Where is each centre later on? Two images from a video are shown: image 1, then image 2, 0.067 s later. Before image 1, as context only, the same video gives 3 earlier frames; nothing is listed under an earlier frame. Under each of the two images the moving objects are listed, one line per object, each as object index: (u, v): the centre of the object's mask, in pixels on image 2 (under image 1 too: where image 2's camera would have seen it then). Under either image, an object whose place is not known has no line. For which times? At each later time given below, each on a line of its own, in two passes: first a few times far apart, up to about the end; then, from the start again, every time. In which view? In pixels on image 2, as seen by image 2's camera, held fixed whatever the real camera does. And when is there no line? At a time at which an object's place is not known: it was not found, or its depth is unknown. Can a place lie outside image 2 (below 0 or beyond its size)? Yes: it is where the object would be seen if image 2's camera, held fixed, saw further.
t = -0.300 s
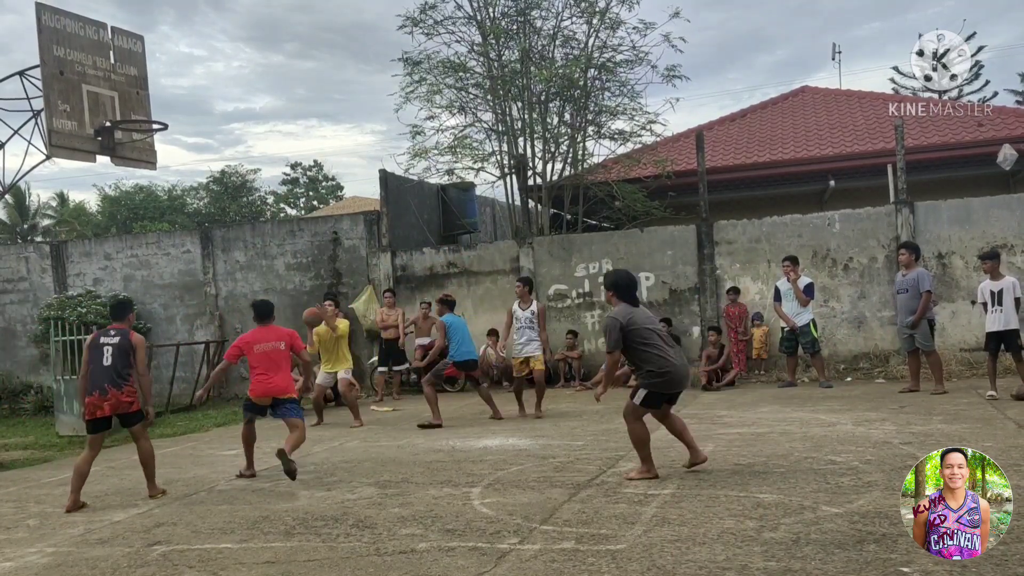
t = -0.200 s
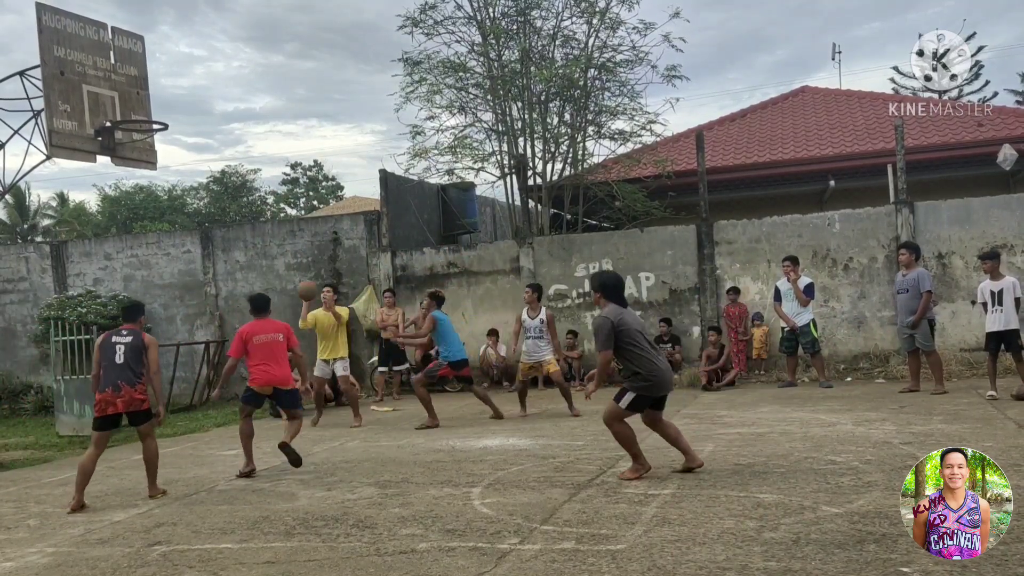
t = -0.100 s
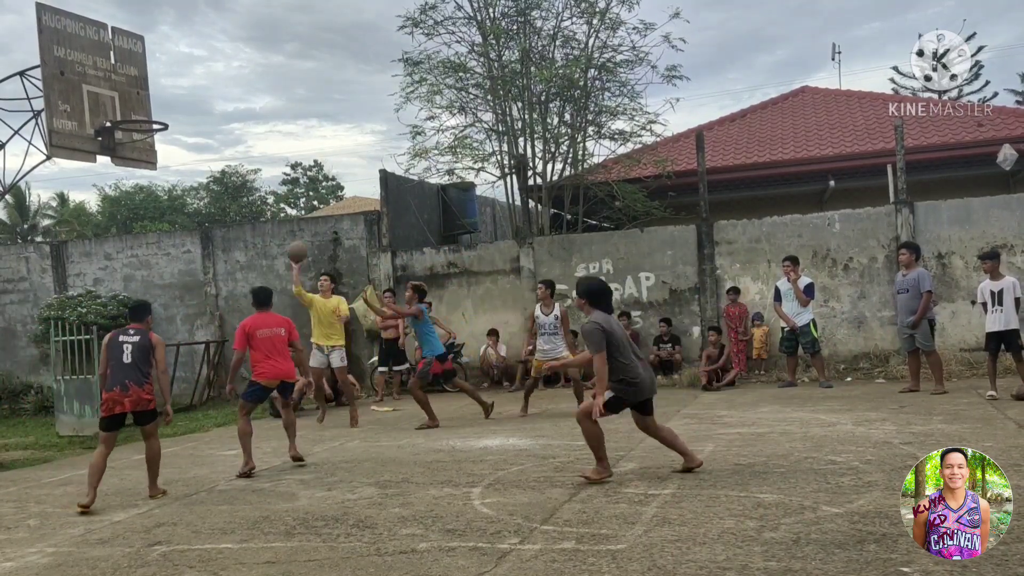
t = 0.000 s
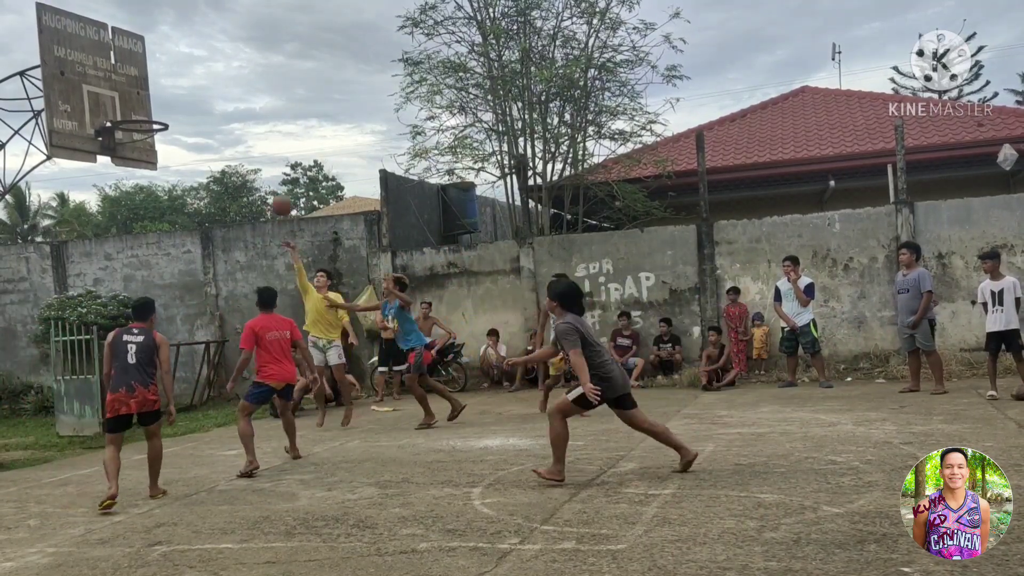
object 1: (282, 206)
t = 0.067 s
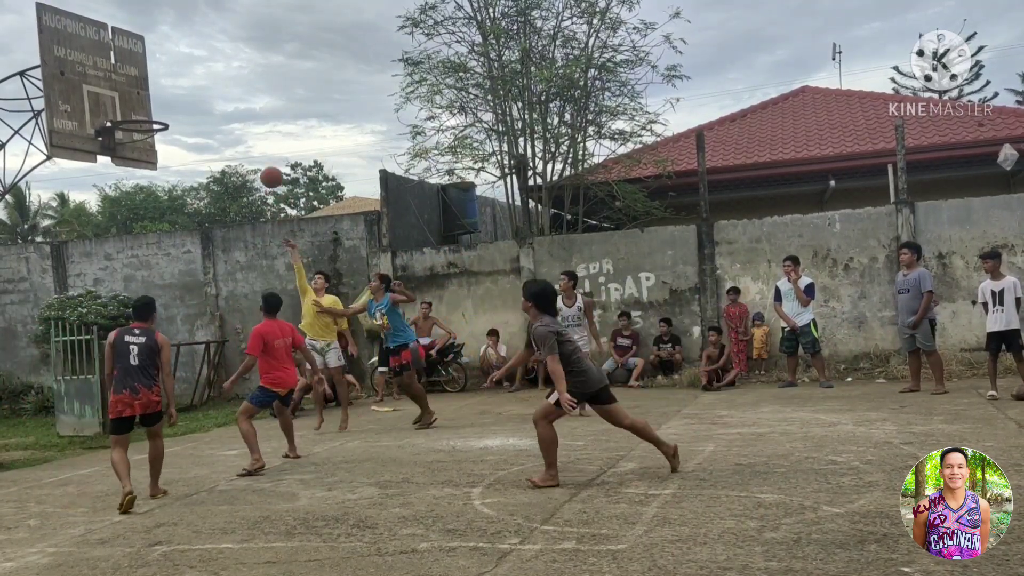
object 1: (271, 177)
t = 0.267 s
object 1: (239, 112)
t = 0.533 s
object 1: (195, 75)
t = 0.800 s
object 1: (150, 112)
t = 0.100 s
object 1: (266, 164)
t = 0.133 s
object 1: (261, 152)
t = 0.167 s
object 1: (255, 141)
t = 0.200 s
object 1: (250, 131)
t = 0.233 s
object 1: (245, 121)
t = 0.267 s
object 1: (239, 112)
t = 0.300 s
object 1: (234, 104)
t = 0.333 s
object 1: (228, 97)
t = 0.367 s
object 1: (223, 91)
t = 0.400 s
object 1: (217, 85)
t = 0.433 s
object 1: (212, 81)
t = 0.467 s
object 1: (206, 78)
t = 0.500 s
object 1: (201, 76)
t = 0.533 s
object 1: (195, 75)
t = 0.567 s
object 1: (189, 75)
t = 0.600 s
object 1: (184, 76)
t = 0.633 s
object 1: (178, 79)
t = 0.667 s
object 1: (172, 83)
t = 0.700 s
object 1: (167, 88)
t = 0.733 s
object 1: (161, 95)
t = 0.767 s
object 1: (155, 103)
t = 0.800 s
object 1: (150, 112)
